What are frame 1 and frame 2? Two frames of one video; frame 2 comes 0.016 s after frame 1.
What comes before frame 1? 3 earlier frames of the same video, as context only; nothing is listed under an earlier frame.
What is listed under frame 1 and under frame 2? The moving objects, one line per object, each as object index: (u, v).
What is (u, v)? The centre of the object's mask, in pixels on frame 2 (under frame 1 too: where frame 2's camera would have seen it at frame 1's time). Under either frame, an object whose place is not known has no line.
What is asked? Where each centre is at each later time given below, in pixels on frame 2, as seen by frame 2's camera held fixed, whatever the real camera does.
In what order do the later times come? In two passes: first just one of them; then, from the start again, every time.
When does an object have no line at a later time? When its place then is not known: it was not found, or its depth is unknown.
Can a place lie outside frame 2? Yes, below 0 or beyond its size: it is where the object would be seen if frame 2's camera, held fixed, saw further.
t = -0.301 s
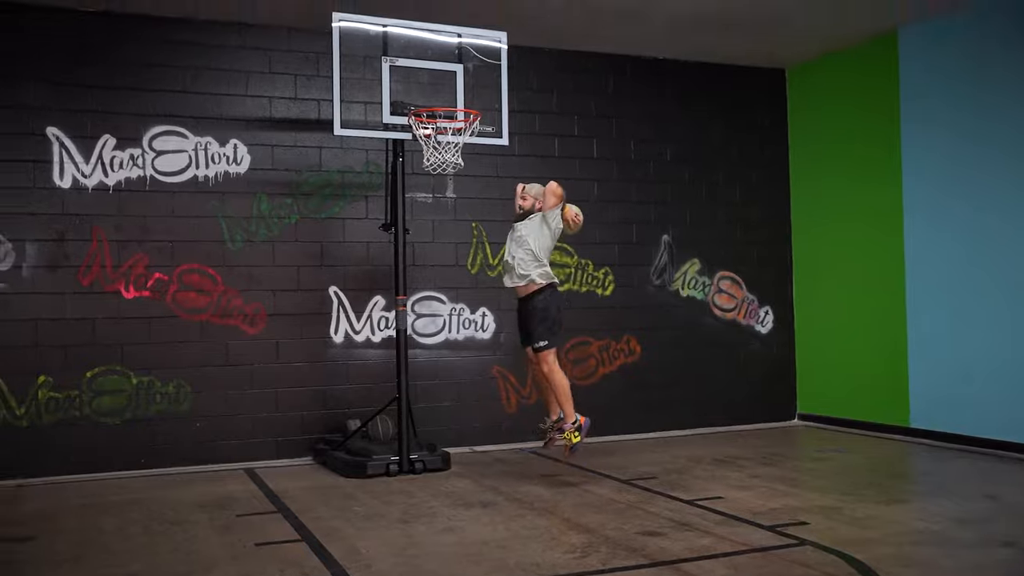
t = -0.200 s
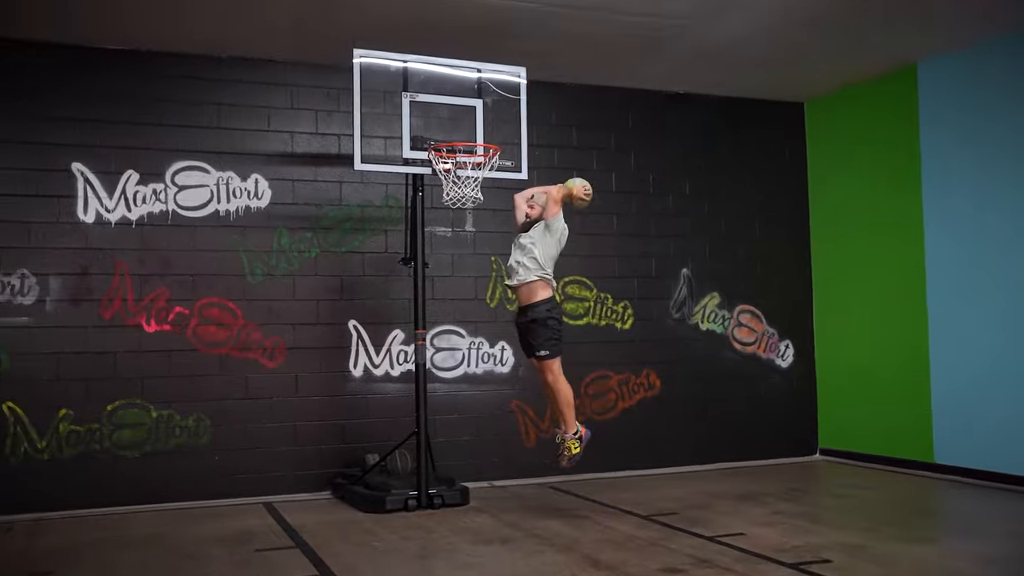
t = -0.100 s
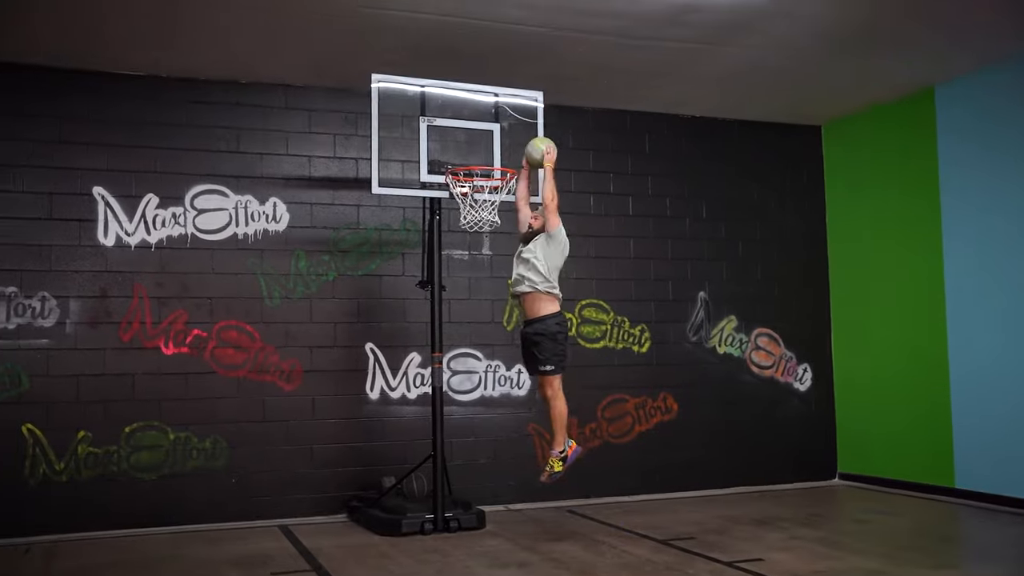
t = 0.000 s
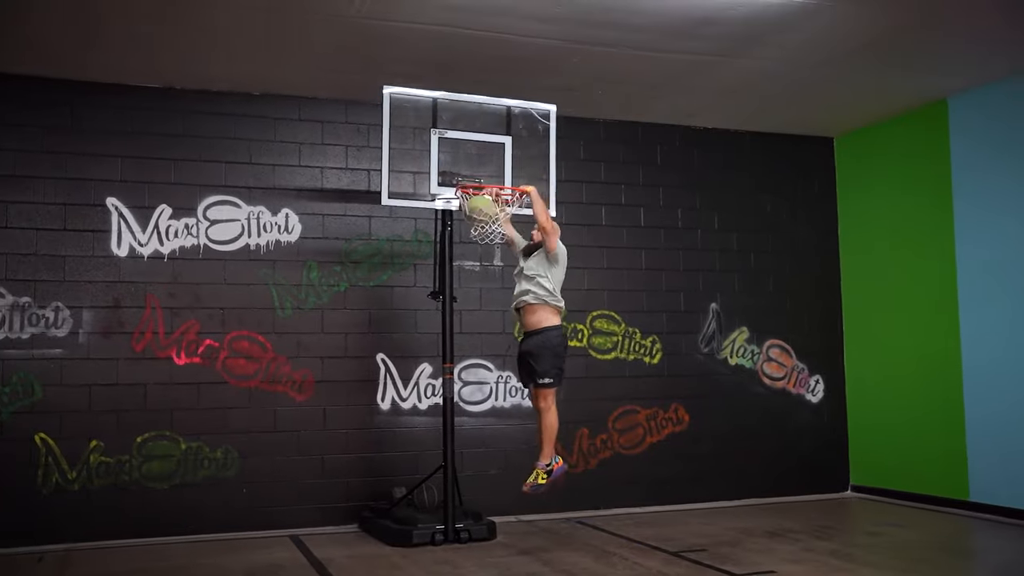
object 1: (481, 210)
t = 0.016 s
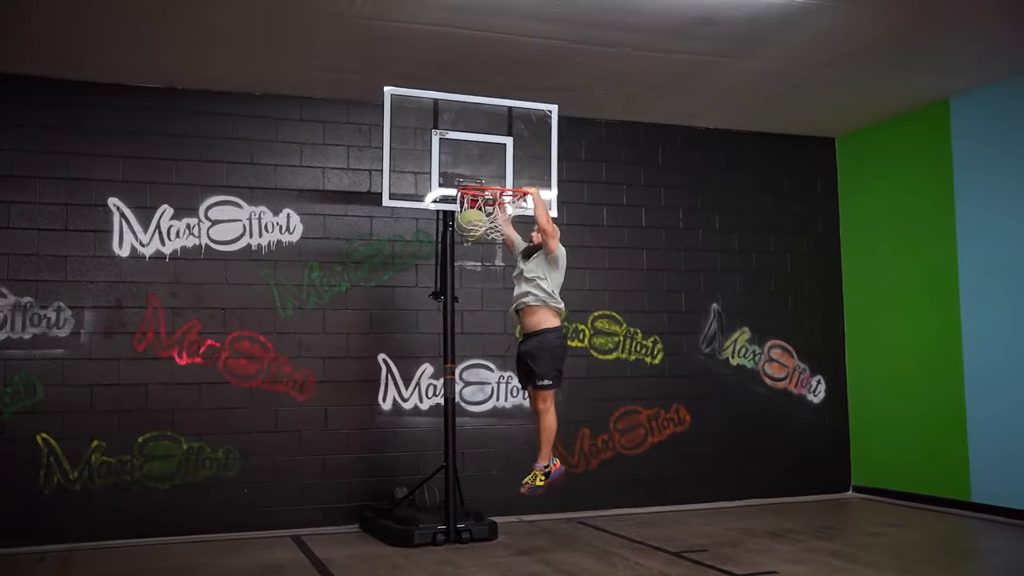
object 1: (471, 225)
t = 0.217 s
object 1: (421, 295)
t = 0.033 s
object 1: (464, 232)
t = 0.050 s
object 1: (461, 238)
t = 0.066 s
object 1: (457, 240)
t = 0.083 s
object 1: (453, 244)
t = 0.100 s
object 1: (449, 249)
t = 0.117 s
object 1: (445, 255)
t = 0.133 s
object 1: (441, 261)
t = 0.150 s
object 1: (437, 267)
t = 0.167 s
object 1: (432, 273)
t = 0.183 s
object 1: (429, 281)
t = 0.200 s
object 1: (424, 288)
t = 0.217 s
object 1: (421, 295)
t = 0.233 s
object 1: (417, 304)
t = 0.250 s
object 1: (414, 312)
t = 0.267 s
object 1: (409, 323)
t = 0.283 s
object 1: (405, 332)
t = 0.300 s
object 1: (400, 343)
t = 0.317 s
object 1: (395, 355)
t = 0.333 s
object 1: (390, 366)
